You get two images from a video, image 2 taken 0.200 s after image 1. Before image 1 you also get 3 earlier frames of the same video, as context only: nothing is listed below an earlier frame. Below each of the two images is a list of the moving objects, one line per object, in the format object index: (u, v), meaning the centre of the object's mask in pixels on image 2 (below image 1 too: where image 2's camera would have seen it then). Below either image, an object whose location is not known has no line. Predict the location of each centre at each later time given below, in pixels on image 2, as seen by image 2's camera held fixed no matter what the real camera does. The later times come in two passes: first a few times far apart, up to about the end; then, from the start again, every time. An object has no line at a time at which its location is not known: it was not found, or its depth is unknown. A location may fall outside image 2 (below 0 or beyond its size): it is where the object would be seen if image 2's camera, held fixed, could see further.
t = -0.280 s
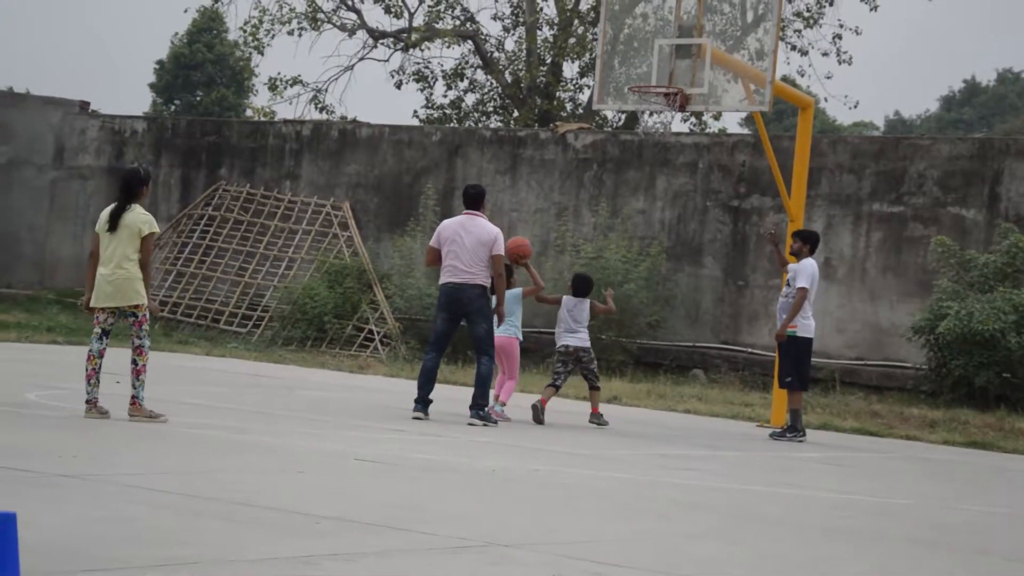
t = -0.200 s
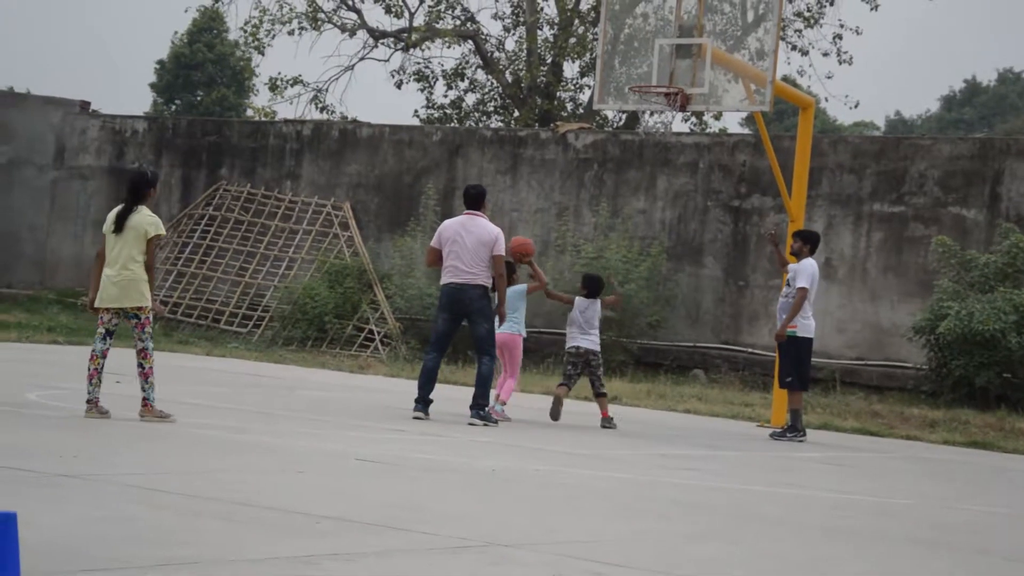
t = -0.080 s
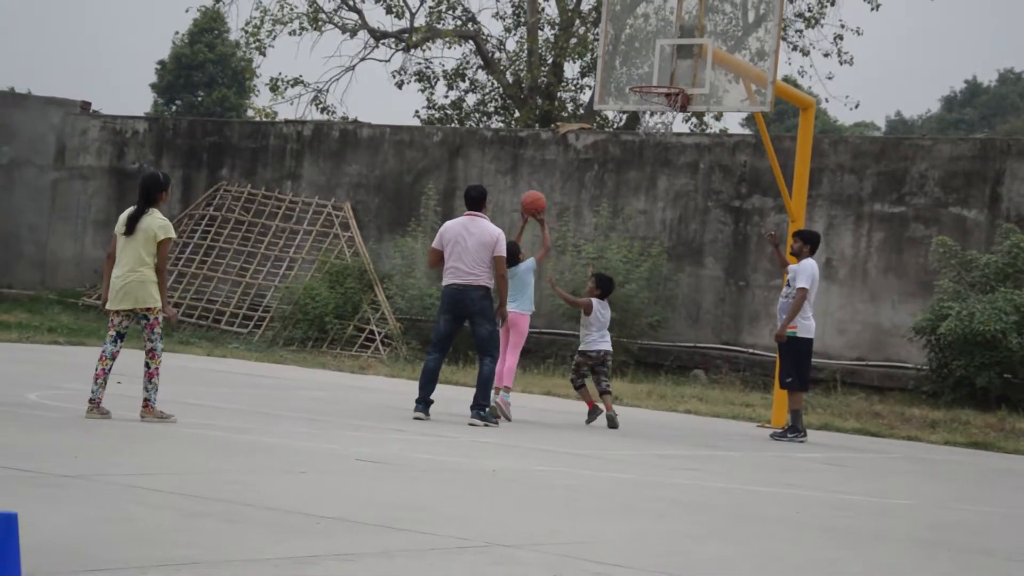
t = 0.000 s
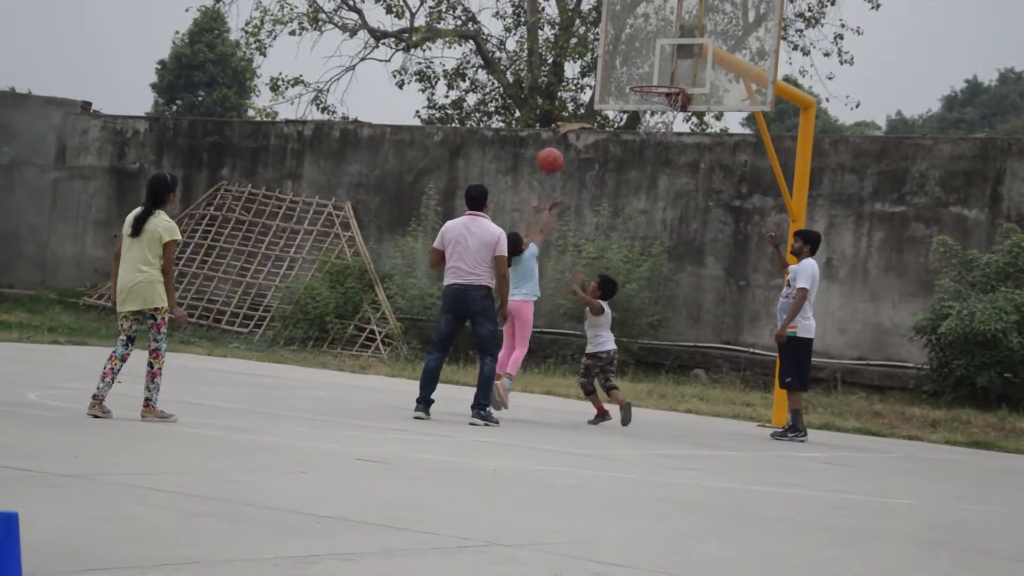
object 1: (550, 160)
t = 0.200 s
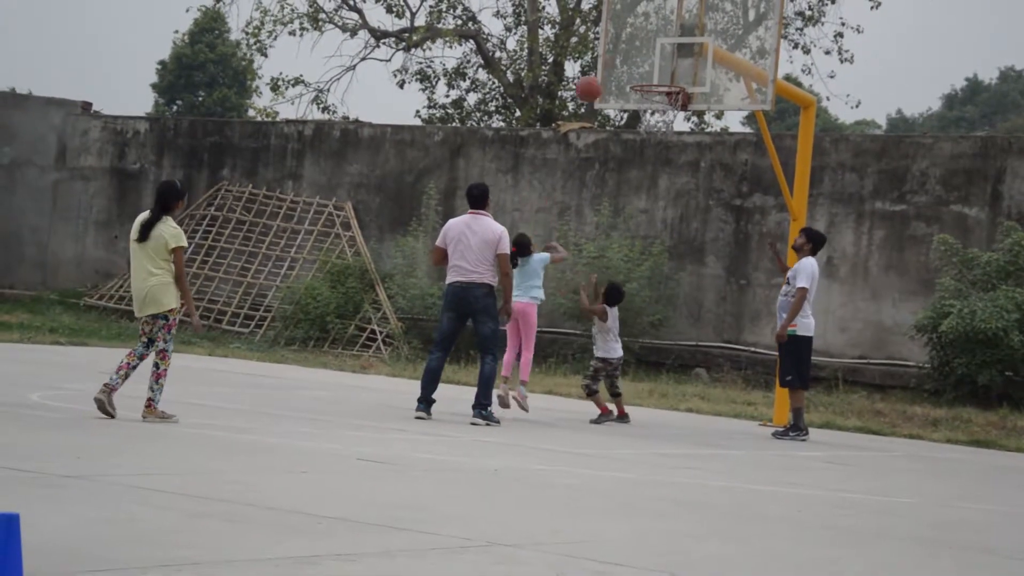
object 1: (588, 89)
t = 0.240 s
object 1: (594, 80)
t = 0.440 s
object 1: (625, 66)
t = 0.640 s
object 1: (651, 82)
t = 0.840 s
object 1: (668, 89)
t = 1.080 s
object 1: (642, 119)
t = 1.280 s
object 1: (638, 158)
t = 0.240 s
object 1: (594, 80)
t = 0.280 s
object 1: (602, 74)
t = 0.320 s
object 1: (608, 69)
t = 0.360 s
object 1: (614, 66)
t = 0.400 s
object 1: (618, 65)
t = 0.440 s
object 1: (625, 66)
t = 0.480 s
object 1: (630, 69)
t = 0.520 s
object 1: (636, 73)
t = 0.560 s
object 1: (640, 75)
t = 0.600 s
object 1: (645, 80)
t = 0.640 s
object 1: (651, 82)
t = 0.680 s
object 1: (658, 84)
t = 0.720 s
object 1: (664, 86)
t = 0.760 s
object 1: (667, 86)
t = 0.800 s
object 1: (668, 85)
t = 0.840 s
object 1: (668, 89)
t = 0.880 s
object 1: (663, 92)
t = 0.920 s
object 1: (658, 96)
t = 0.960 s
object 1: (653, 101)
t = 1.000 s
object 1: (649, 106)
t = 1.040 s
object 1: (644, 114)
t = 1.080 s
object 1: (642, 119)
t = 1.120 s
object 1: (640, 124)
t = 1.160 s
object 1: (639, 129)
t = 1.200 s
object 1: (639, 137)
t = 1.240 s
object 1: (639, 146)
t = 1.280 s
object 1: (638, 158)
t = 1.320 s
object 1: (636, 171)
